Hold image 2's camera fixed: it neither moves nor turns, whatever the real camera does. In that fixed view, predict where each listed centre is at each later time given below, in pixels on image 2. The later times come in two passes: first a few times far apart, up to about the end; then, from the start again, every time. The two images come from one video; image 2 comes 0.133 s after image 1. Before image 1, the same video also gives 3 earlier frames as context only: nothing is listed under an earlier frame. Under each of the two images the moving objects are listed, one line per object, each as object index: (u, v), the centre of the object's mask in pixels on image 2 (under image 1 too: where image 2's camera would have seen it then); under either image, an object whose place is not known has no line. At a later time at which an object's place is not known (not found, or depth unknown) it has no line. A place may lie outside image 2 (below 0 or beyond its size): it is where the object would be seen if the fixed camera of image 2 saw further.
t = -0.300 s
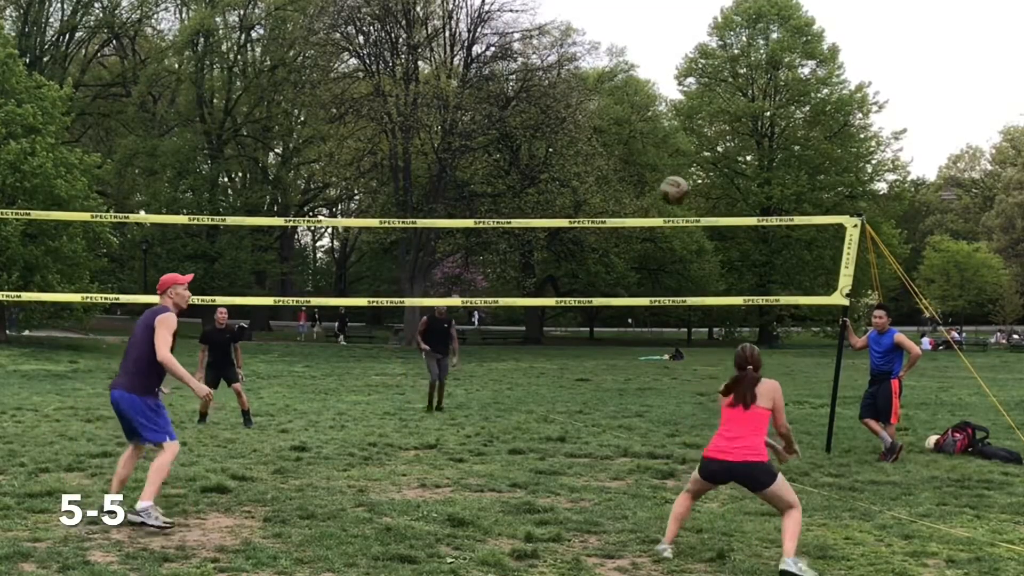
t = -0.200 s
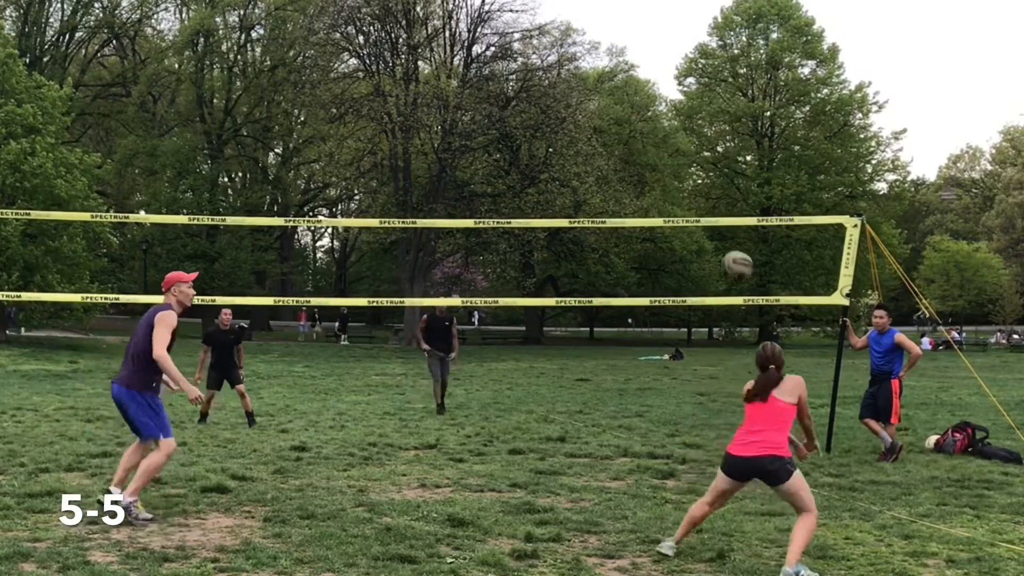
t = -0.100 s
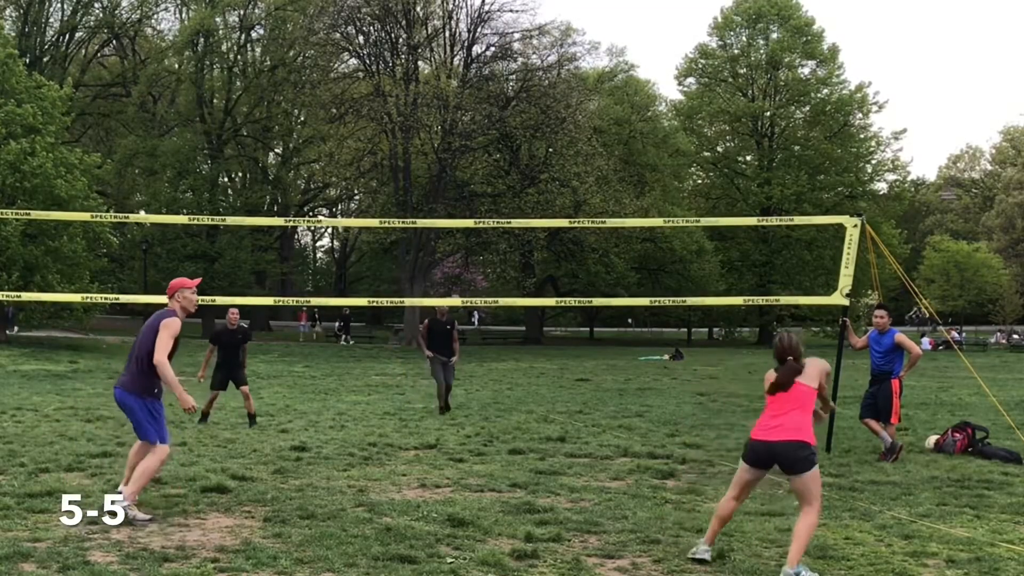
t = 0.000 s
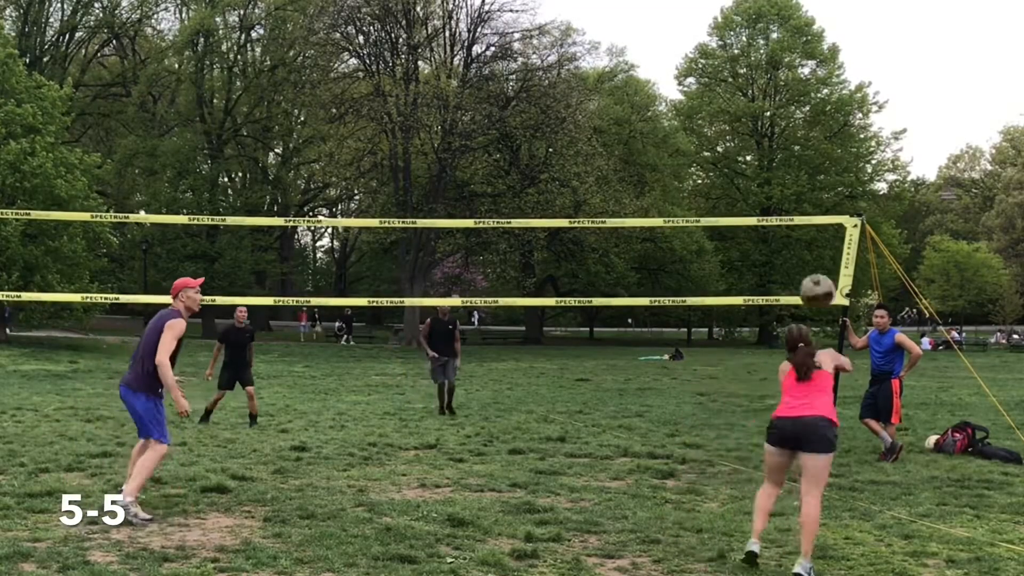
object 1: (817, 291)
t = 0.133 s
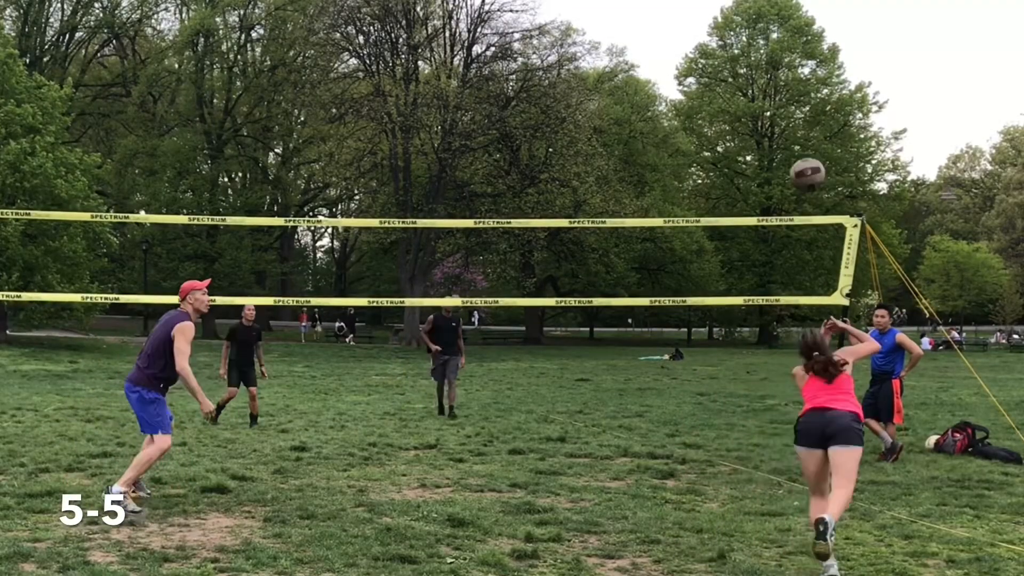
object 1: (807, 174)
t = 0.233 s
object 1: (801, 109)
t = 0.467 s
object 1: (786, 19)
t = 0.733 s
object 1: (769, 16)
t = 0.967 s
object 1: (757, 97)
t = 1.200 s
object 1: (749, 243)
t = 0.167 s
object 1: (806, 152)
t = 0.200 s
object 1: (803, 129)
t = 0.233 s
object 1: (801, 109)
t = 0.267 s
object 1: (798, 91)
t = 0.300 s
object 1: (795, 74)
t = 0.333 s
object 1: (793, 59)
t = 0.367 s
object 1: (791, 46)
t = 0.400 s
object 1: (788, 36)
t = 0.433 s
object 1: (786, 26)
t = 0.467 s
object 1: (786, 19)
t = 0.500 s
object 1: (783, 14)
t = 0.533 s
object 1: (780, 12)
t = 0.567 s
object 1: (778, 11)
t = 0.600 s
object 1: (779, 11)
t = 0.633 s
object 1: (778, 11)
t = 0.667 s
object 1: (776, 11)
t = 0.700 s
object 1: (772, 13)
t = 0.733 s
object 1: (769, 16)
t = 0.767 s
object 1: (768, 25)
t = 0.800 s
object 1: (766, 34)
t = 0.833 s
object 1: (765, 43)
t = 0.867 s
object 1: (763, 55)
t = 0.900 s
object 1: (762, 68)
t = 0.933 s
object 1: (760, 82)
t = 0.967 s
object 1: (757, 97)
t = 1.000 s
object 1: (757, 115)
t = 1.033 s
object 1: (756, 133)
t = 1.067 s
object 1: (753, 153)
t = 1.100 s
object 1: (752, 174)
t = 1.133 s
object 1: (751, 196)
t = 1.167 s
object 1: (749, 219)
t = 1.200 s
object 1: (749, 243)
